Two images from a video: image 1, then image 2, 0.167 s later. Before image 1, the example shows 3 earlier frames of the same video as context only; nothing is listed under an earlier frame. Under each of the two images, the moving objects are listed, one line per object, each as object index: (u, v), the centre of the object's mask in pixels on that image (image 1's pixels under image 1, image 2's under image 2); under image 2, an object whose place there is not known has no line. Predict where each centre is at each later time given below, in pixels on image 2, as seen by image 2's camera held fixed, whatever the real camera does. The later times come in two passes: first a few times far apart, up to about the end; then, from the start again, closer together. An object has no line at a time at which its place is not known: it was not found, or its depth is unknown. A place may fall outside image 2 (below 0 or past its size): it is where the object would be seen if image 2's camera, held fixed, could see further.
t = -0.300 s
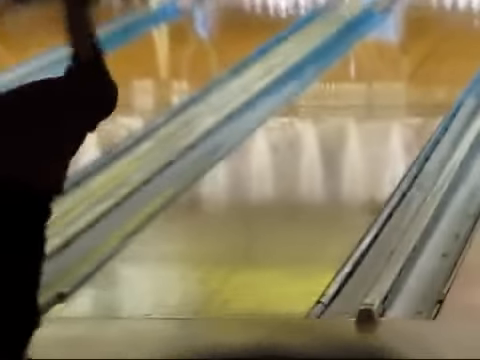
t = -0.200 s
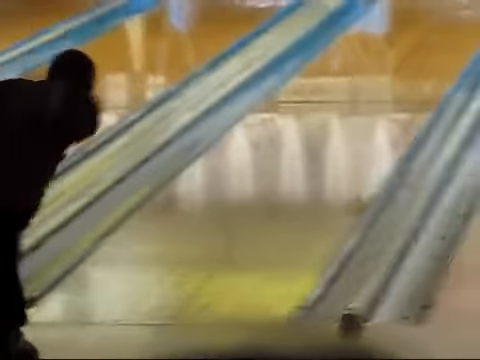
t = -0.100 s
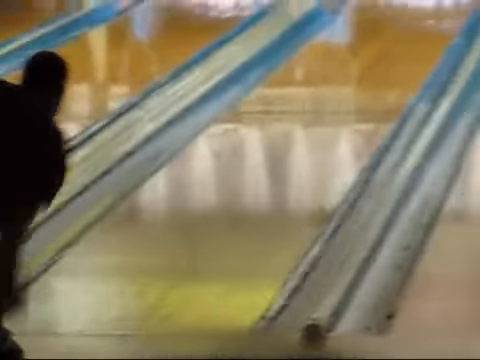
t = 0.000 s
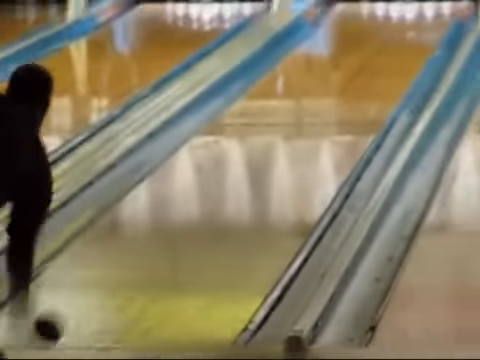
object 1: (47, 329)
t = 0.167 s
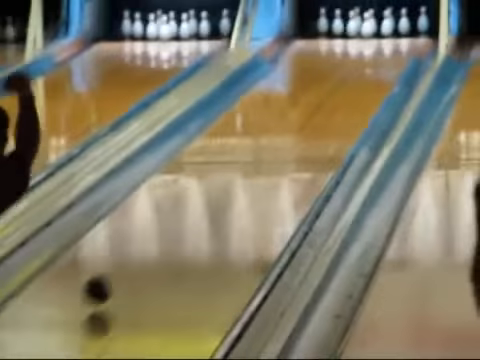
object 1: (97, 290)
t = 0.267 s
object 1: (140, 251)
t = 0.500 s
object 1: (215, 179)
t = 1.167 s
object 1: (346, 60)
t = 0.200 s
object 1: (112, 278)
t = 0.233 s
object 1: (127, 264)
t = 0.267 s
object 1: (140, 251)
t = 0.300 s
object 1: (152, 240)
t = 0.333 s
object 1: (164, 229)
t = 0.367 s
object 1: (176, 218)
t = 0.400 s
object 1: (186, 207)
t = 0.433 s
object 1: (197, 197)
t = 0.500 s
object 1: (215, 179)
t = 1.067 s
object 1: (327, 75)
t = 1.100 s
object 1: (339, 67)
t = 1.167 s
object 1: (346, 60)
